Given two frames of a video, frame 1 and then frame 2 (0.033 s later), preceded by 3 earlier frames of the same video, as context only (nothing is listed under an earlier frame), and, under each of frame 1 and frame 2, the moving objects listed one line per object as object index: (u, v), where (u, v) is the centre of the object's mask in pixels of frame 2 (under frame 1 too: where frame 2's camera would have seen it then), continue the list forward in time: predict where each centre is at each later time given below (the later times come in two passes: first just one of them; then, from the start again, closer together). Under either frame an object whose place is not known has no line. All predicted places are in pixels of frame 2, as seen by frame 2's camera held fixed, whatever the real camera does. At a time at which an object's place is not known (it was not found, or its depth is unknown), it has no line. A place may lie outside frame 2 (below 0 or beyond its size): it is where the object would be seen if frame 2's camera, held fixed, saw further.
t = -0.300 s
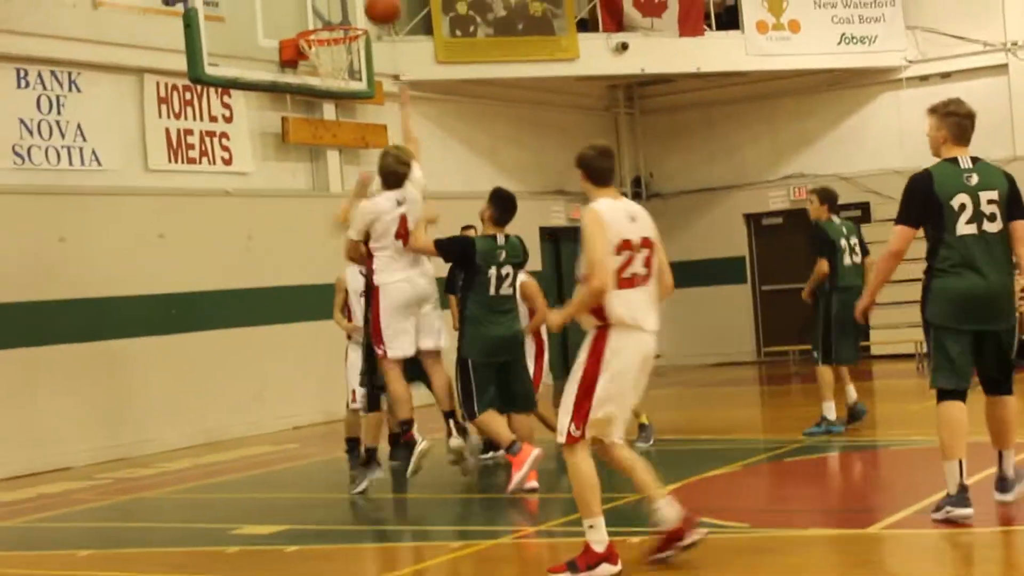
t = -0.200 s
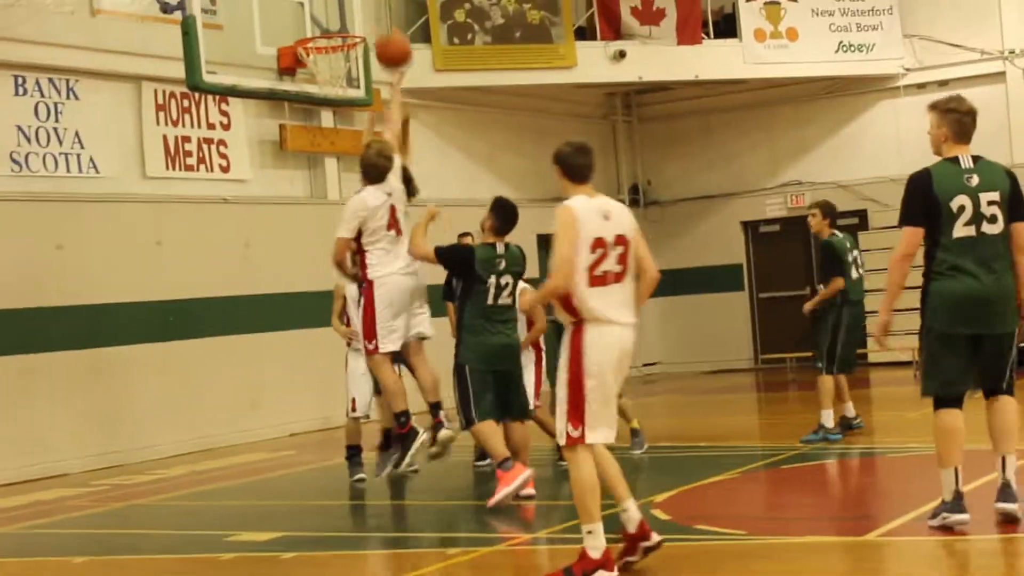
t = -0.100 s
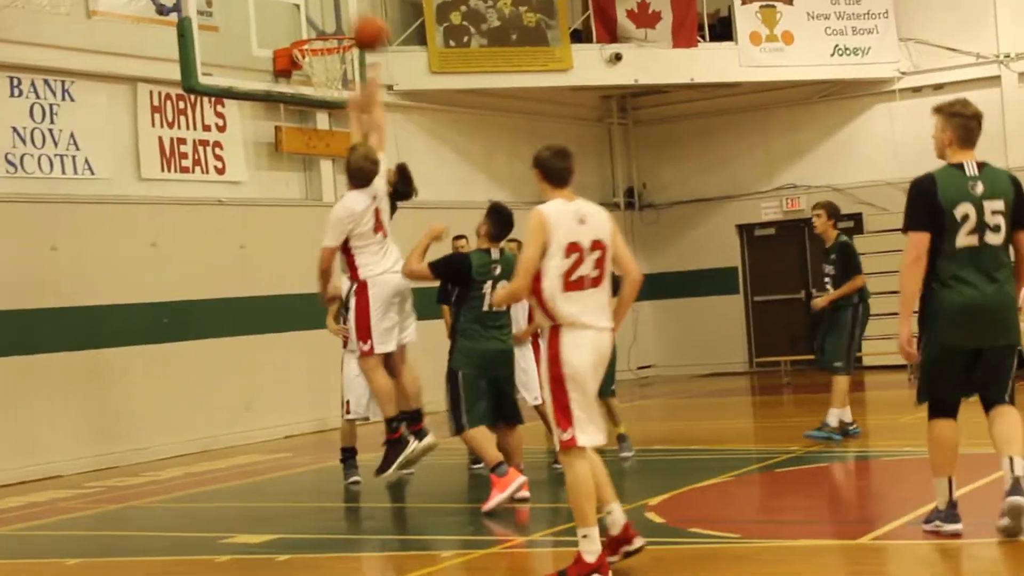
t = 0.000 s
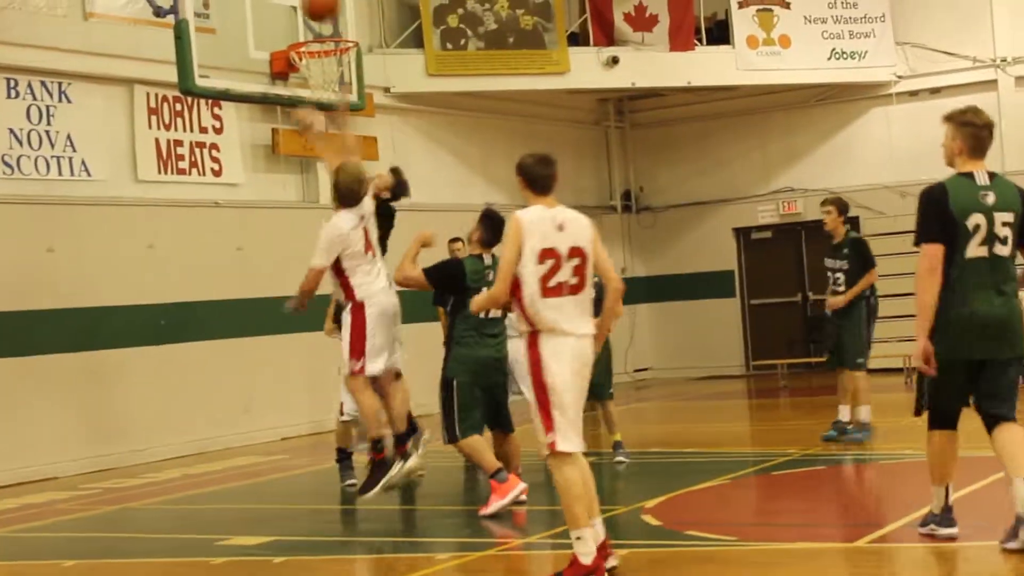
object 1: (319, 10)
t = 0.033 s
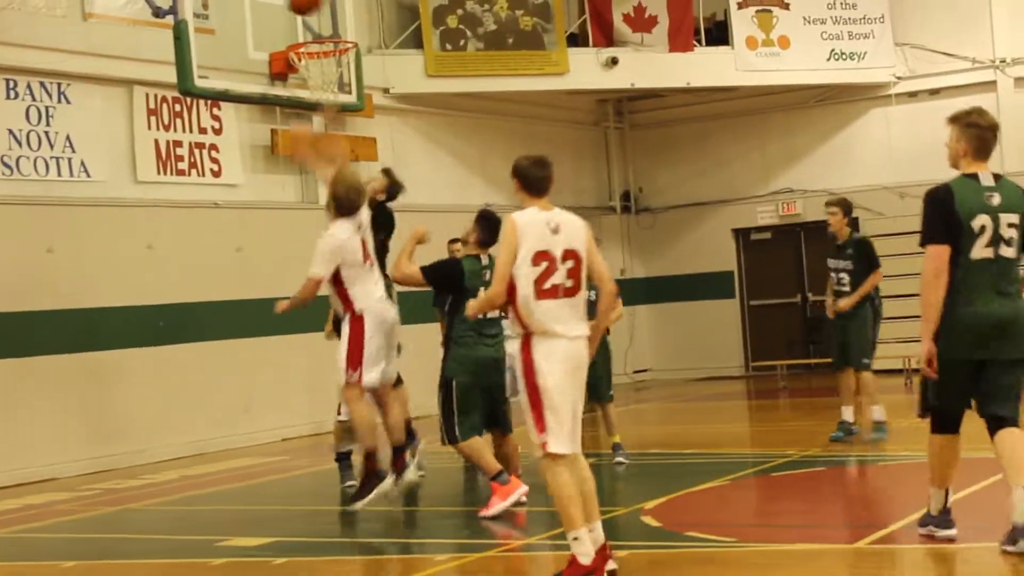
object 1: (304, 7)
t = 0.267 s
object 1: (196, 5)
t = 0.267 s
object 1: (196, 5)
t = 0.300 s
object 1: (177, 8)
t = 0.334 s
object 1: (160, 11)
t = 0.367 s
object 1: (143, 19)
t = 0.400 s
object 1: (126, 34)
